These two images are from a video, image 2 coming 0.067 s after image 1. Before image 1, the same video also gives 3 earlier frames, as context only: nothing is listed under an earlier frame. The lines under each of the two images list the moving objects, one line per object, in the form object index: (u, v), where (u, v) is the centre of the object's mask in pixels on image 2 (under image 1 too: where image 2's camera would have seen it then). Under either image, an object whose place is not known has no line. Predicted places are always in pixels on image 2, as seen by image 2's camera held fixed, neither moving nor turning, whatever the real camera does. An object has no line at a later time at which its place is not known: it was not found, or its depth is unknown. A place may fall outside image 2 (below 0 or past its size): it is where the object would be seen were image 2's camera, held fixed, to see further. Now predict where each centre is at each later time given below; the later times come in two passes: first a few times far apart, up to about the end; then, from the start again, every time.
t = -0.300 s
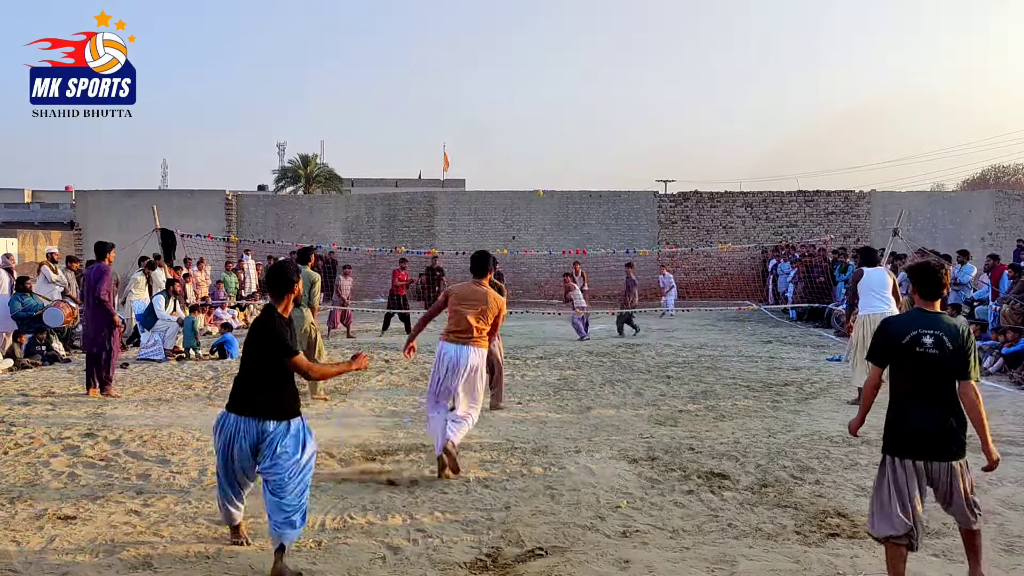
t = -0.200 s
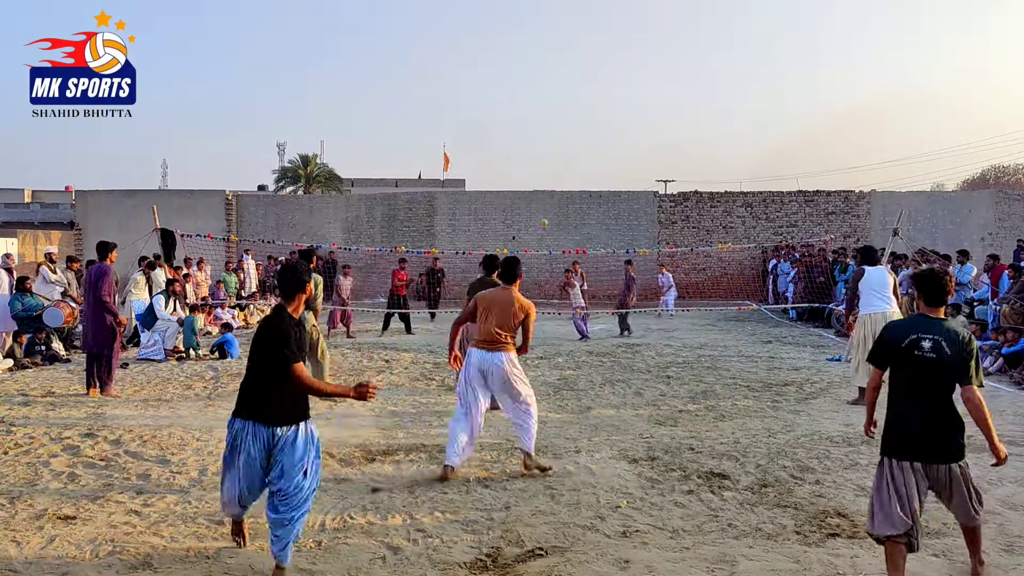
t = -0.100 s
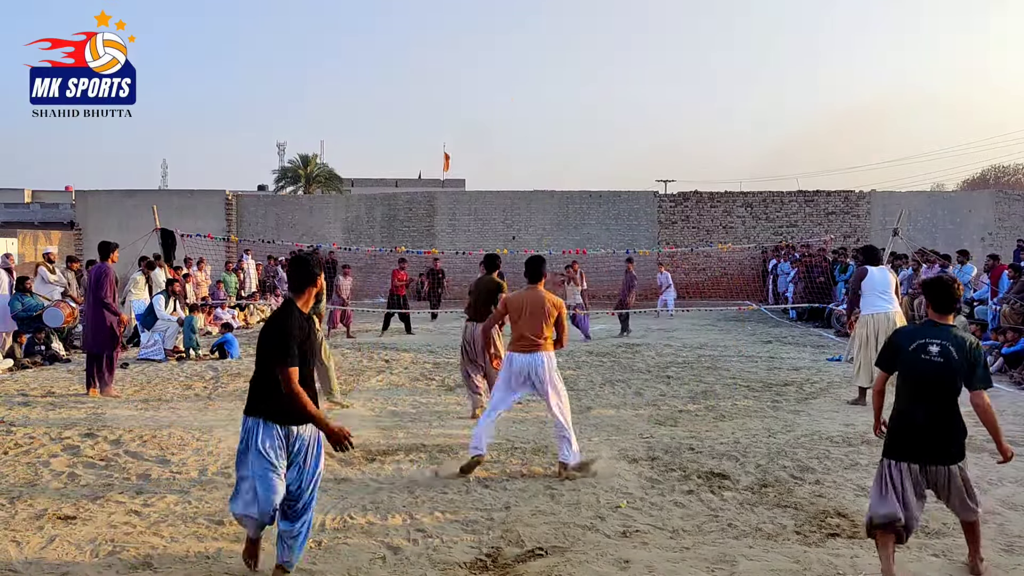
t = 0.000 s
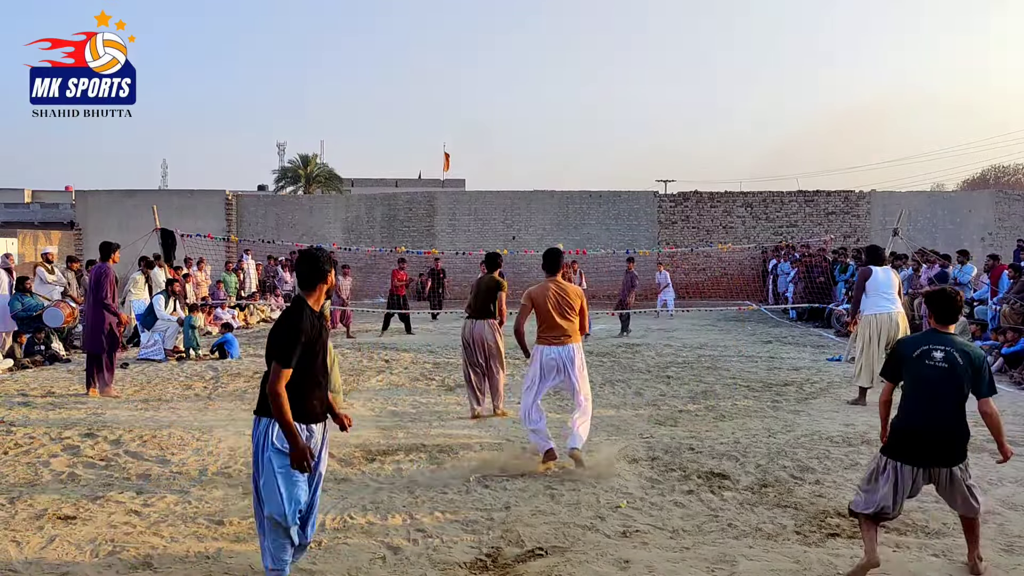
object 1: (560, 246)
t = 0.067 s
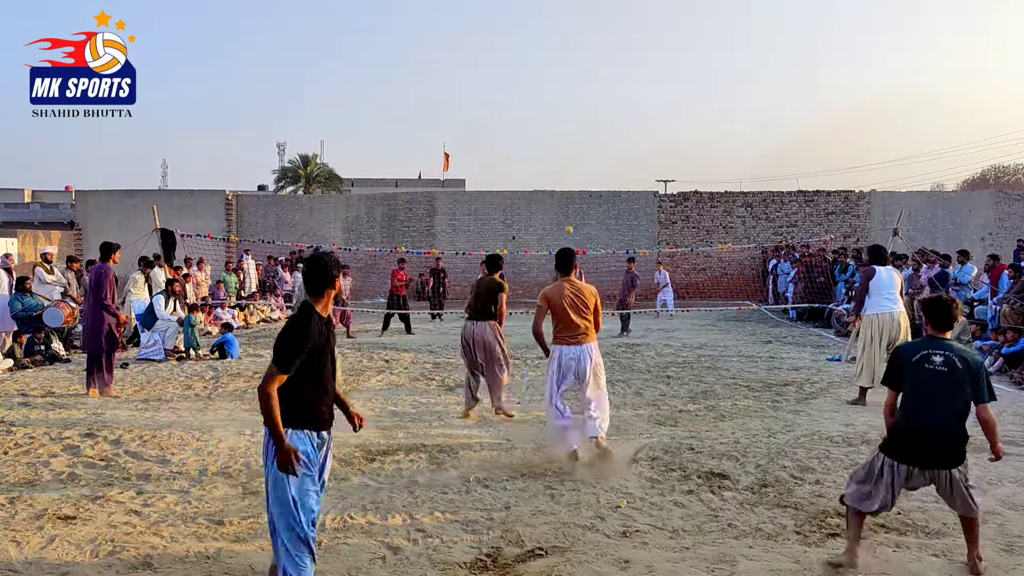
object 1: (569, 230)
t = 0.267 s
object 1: (609, 180)
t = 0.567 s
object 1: (706, 135)
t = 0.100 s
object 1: (575, 221)
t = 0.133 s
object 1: (581, 213)
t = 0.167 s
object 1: (588, 204)
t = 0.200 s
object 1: (593, 196)
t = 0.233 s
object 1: (601, 188)
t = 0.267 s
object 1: (609, 180)
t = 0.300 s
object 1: (617, 173)
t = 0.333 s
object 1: (626, 167)
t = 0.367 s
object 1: (635, 160)
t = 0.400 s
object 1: (646, 155)
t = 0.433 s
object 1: (656, 149)
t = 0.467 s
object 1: (668, 145)
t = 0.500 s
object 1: (680, 141)
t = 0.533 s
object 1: (692, 138)
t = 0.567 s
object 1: (706, 135)
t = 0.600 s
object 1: (720, 133)
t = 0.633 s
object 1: (736, 133)
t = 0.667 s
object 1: (753, 134)
